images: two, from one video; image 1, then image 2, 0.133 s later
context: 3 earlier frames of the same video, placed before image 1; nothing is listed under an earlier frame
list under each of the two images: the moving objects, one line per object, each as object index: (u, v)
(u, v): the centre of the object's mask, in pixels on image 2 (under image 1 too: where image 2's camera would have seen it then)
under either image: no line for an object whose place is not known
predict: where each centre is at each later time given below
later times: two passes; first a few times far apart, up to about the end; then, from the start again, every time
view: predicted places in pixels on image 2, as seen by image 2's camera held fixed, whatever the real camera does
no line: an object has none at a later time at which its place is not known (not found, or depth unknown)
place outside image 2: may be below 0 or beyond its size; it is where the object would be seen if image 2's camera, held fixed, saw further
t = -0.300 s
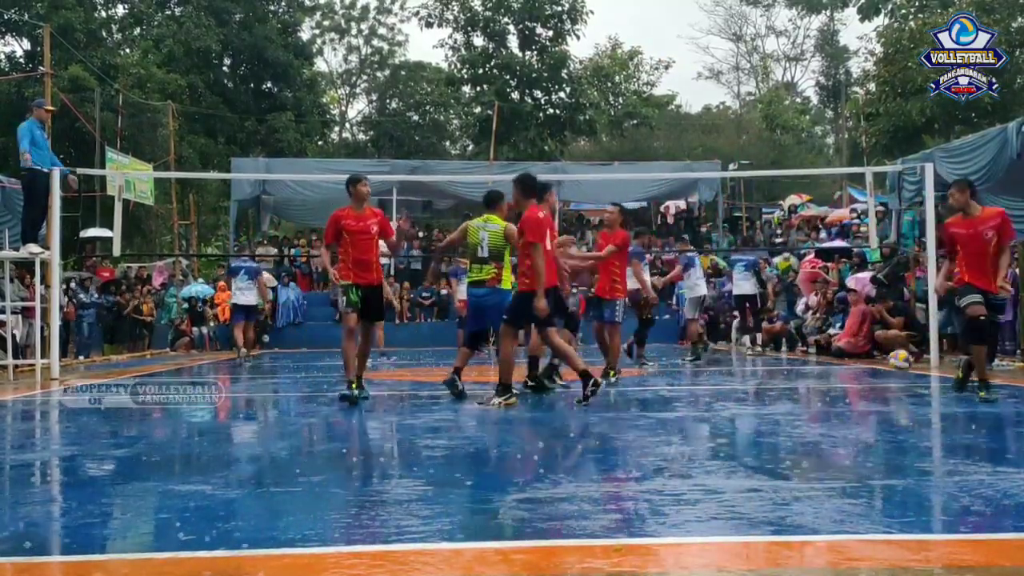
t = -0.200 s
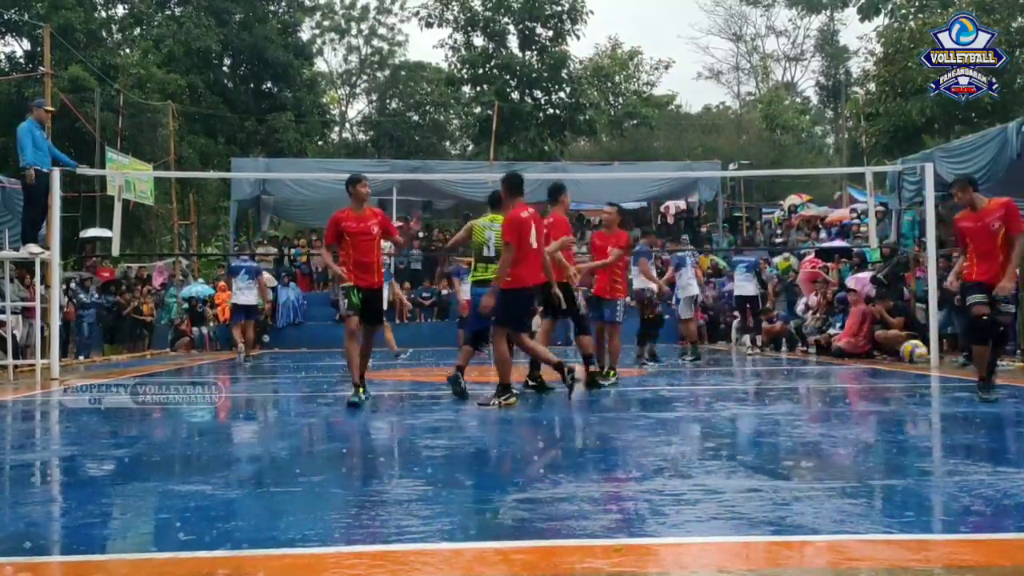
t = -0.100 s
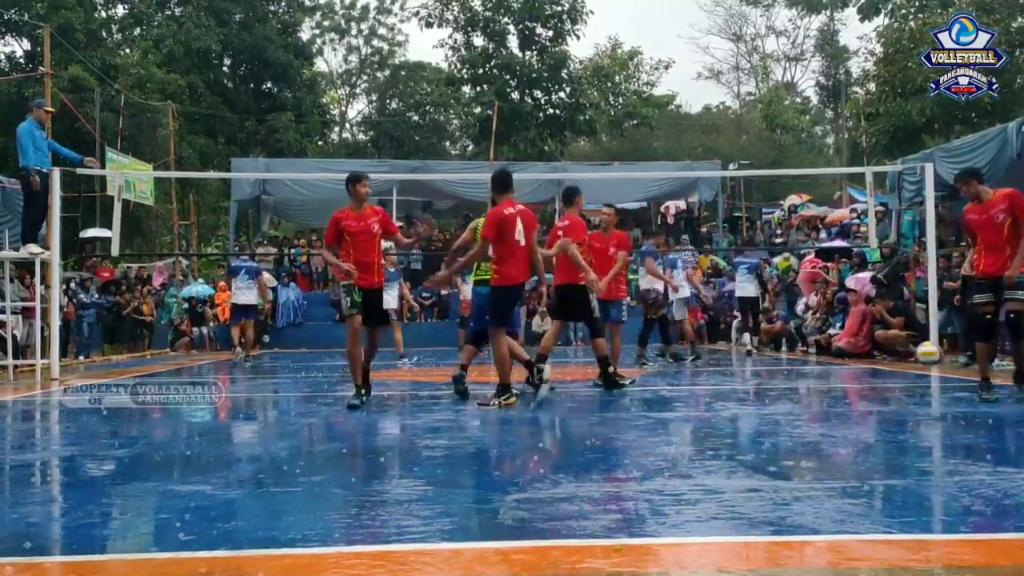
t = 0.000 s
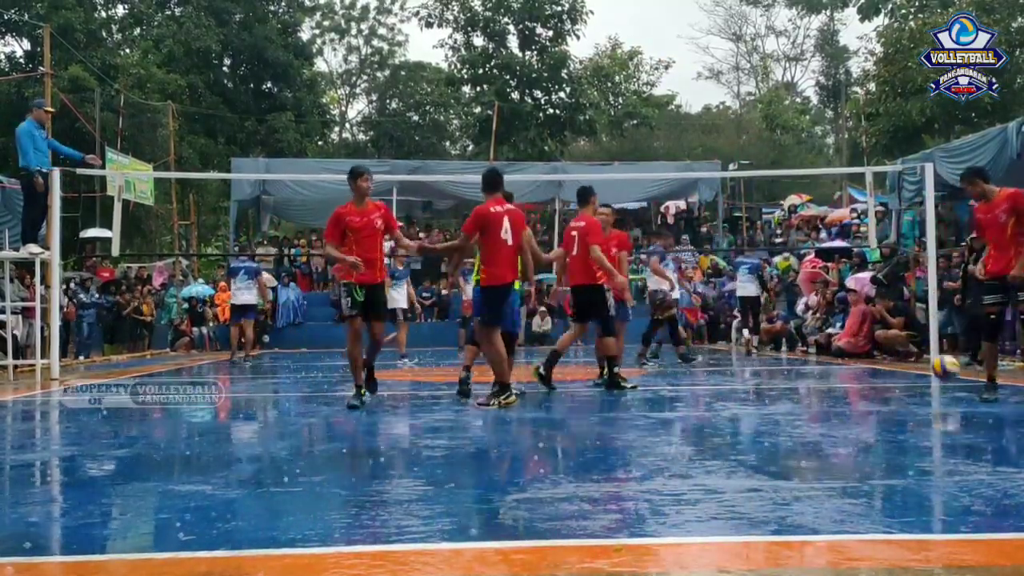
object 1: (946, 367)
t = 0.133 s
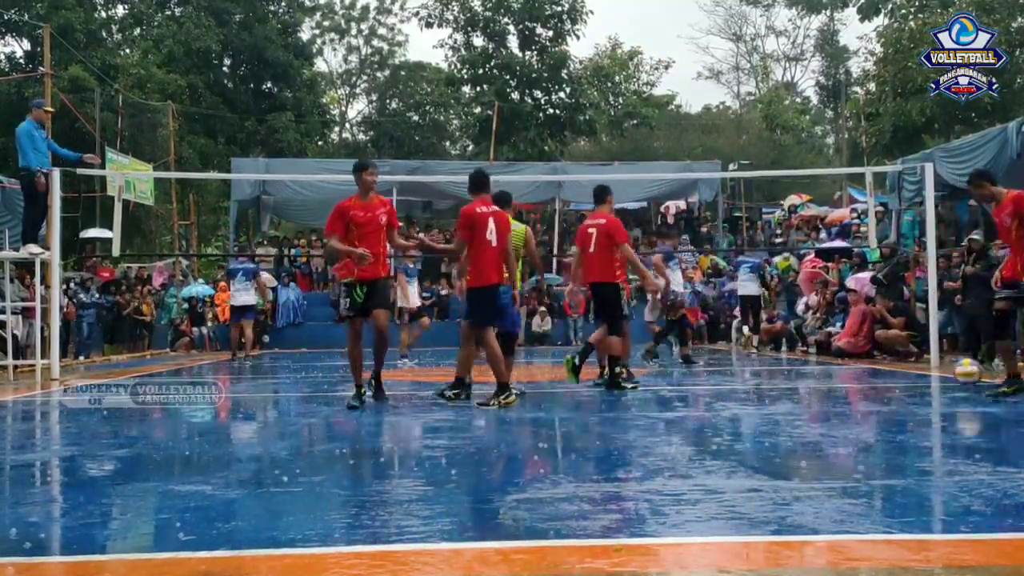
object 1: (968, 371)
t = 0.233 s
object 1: (985, 367)
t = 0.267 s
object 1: (990, 368)
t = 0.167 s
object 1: (974, 368)
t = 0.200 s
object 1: (980, 367)
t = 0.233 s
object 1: (985, 367)
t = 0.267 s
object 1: (990, 368)
